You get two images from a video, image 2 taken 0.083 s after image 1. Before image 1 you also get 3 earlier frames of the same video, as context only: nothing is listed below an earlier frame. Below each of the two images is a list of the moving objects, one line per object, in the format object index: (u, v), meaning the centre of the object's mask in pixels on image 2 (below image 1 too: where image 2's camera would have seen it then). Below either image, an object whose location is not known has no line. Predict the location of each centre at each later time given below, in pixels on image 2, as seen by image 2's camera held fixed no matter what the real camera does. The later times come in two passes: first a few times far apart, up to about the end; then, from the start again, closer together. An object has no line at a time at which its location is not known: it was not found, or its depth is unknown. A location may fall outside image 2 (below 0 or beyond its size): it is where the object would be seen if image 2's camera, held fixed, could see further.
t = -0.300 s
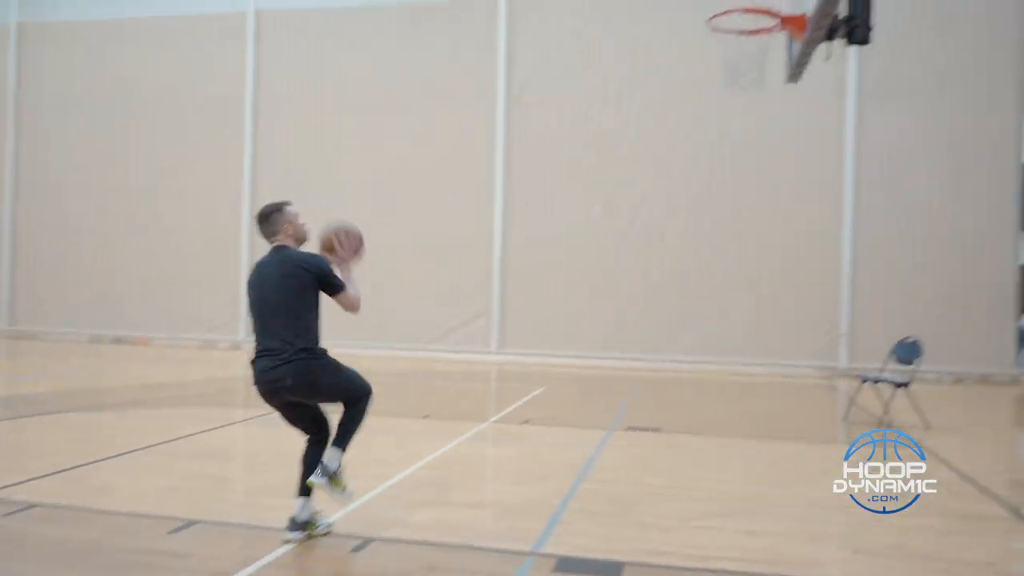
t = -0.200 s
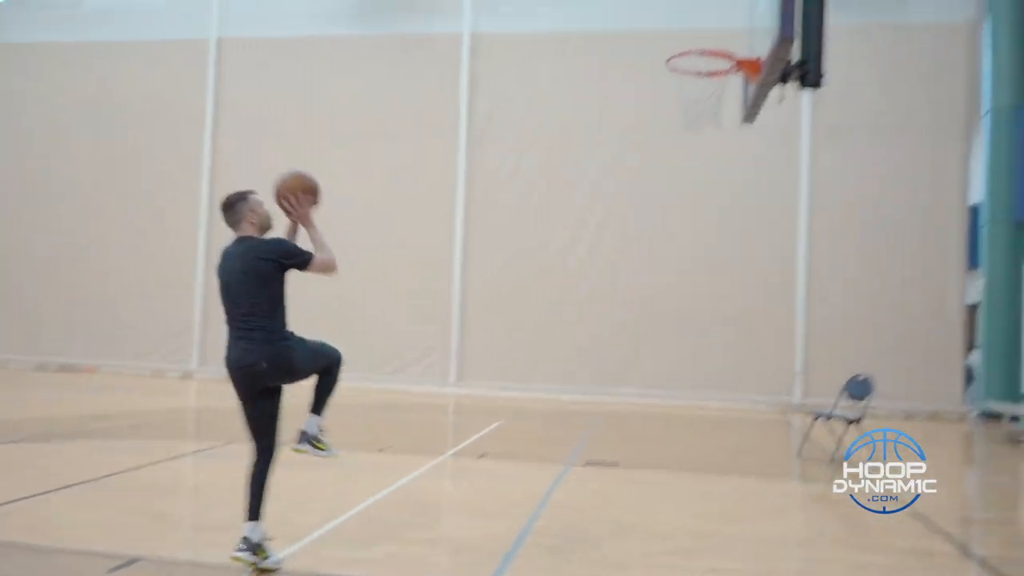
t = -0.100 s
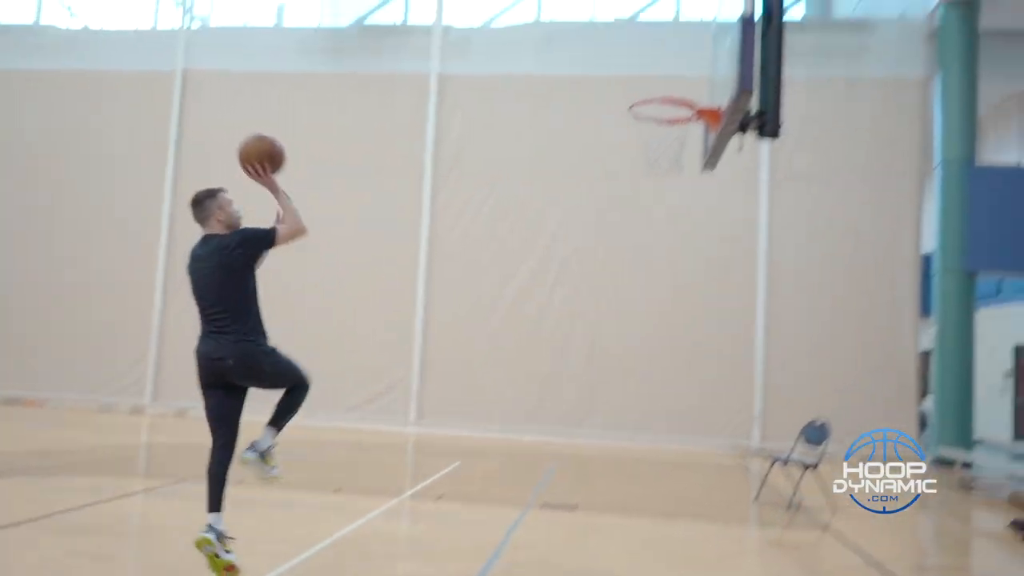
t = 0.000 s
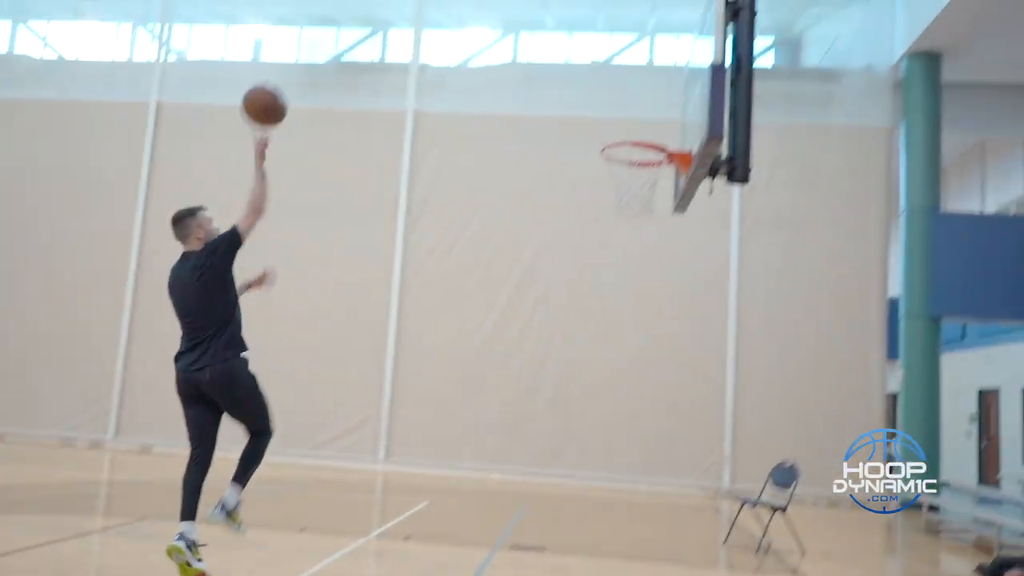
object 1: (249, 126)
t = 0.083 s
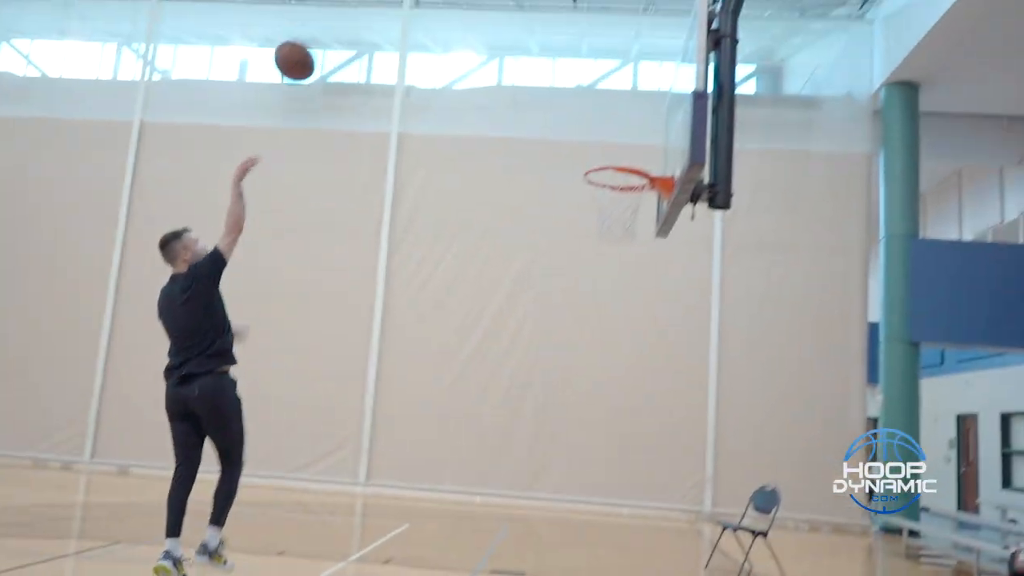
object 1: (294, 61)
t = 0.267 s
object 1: (380, -19)
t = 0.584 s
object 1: (493, -38)
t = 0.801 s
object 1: (555, 10)
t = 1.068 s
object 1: (621, 158)
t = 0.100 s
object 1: (302, 50)
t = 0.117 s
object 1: (311, 39)
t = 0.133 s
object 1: (319, 30)
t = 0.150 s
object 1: (327, 21)
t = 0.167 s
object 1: (335, 12)
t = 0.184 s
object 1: (343, 4)
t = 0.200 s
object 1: (350, -2)
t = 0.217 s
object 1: (358, -7)
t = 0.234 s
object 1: (366, -11)
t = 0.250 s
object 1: (373, -15)
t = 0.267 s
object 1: (380, -19)
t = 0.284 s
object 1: (387, -22)
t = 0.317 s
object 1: (402, -26)
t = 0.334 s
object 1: (408, -28)
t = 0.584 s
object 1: (493, -38)
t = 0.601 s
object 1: (499, -38)
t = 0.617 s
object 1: (505, -37)
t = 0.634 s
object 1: (509, -35)
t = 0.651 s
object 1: (514, -34)
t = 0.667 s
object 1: (519, -32)
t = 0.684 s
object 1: (524, -29)
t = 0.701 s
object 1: (529, -26)
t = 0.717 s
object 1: (533, -21)
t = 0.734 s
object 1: (537, -16)
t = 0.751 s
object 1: (542, -10)
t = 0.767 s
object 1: (546, -4)
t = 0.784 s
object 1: (551, 3)
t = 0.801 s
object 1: (555, 10)
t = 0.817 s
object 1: (560, 17)
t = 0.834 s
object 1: (564, 24)
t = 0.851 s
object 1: (568, 32)
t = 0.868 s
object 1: (572, 40)
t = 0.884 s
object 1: (577, 48)
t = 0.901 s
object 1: (581, 56)
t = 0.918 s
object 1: (585, 66)
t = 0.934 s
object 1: (589, 76)
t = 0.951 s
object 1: (593, 86)
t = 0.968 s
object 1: (597, 95)
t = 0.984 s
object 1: (601, 105)
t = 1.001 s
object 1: (605, 116)
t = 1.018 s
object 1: (609, 126)
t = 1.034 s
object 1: (612, 137)
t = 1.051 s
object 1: (616, 148)
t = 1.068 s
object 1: (621, 158)
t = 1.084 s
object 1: (625, 169)
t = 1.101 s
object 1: (627, 187)
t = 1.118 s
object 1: (629, 197)
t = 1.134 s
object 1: (629, 208)
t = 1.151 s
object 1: (627, 219)
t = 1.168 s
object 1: (626, 228)
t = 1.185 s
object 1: (624, 238)
